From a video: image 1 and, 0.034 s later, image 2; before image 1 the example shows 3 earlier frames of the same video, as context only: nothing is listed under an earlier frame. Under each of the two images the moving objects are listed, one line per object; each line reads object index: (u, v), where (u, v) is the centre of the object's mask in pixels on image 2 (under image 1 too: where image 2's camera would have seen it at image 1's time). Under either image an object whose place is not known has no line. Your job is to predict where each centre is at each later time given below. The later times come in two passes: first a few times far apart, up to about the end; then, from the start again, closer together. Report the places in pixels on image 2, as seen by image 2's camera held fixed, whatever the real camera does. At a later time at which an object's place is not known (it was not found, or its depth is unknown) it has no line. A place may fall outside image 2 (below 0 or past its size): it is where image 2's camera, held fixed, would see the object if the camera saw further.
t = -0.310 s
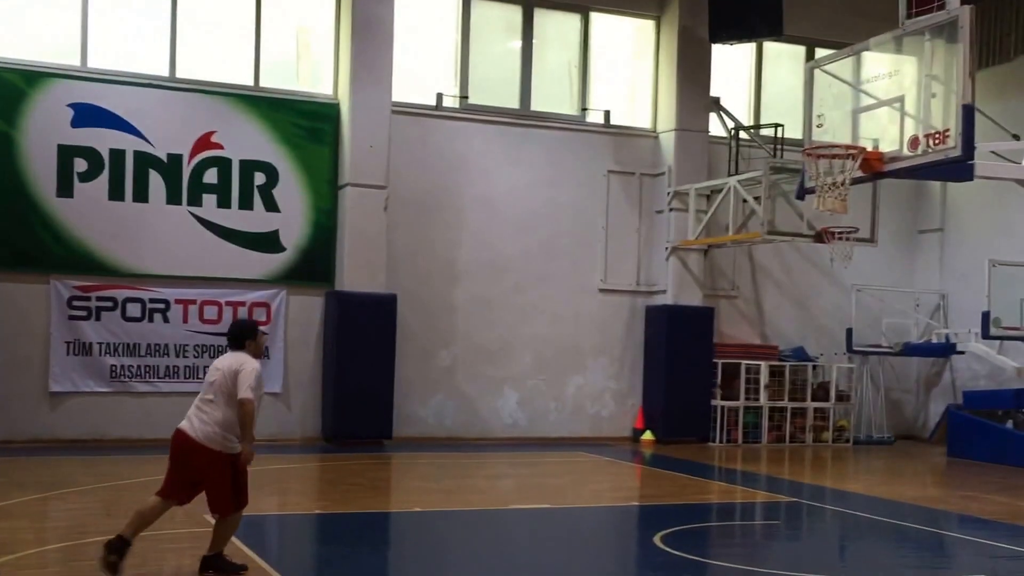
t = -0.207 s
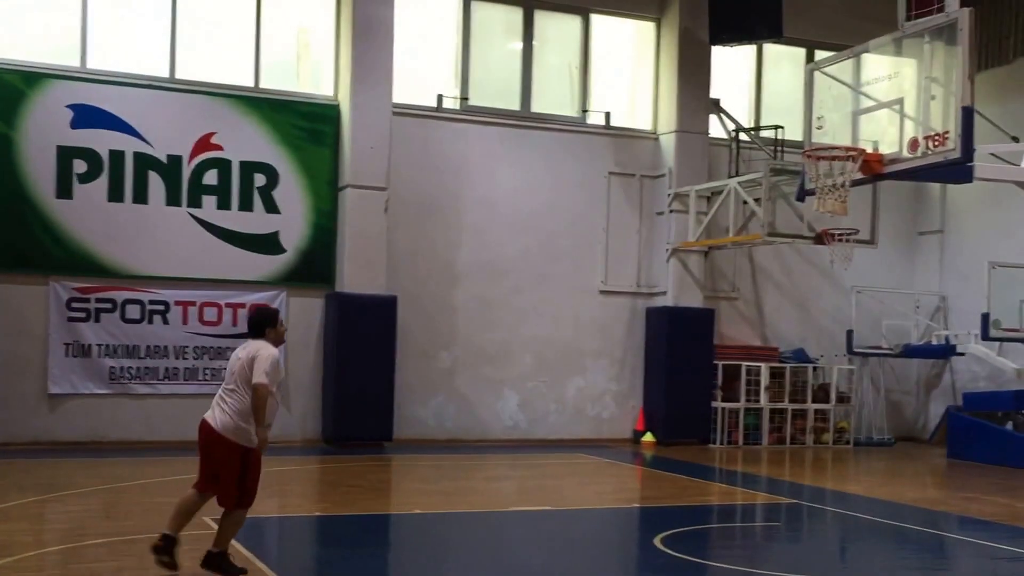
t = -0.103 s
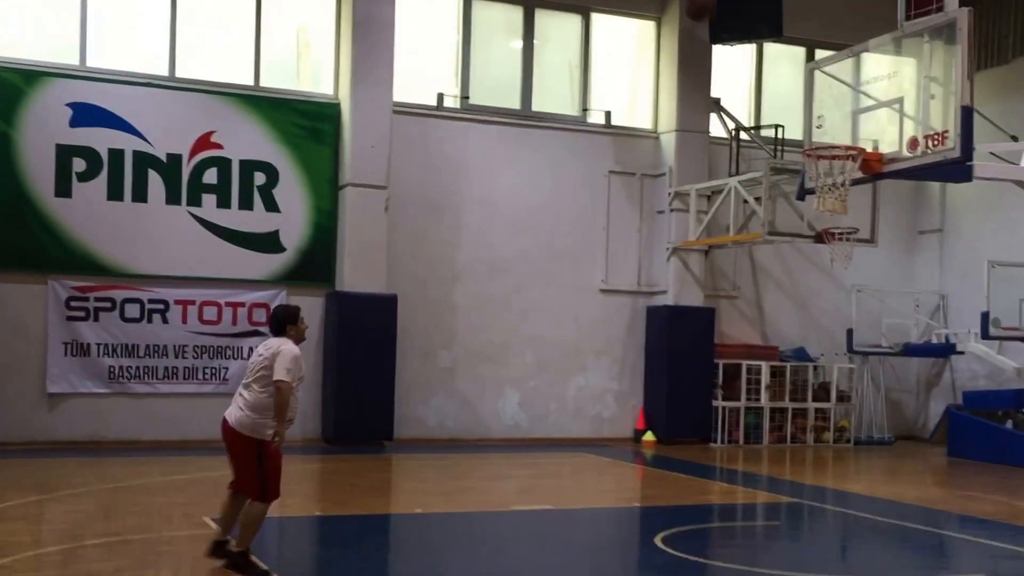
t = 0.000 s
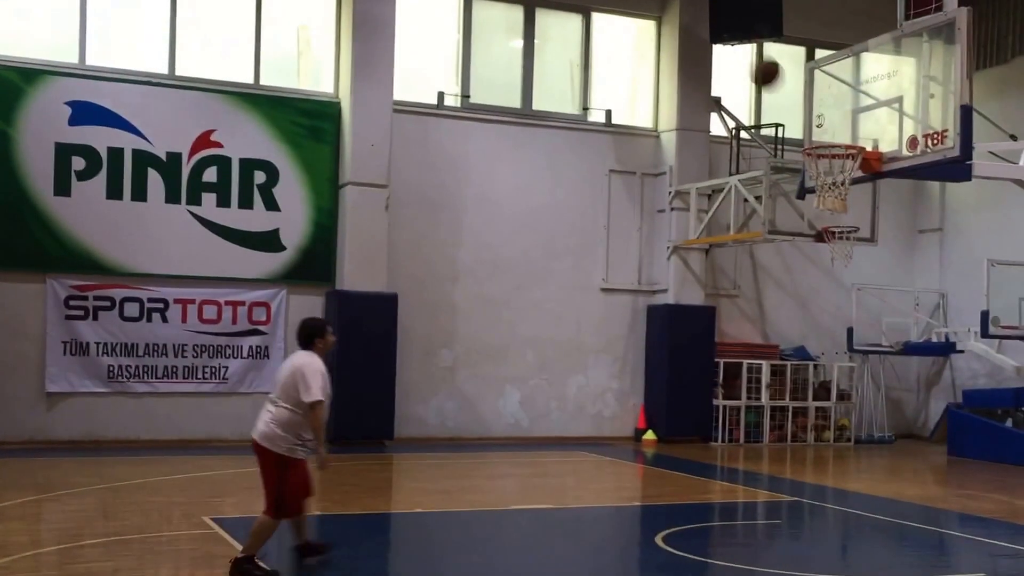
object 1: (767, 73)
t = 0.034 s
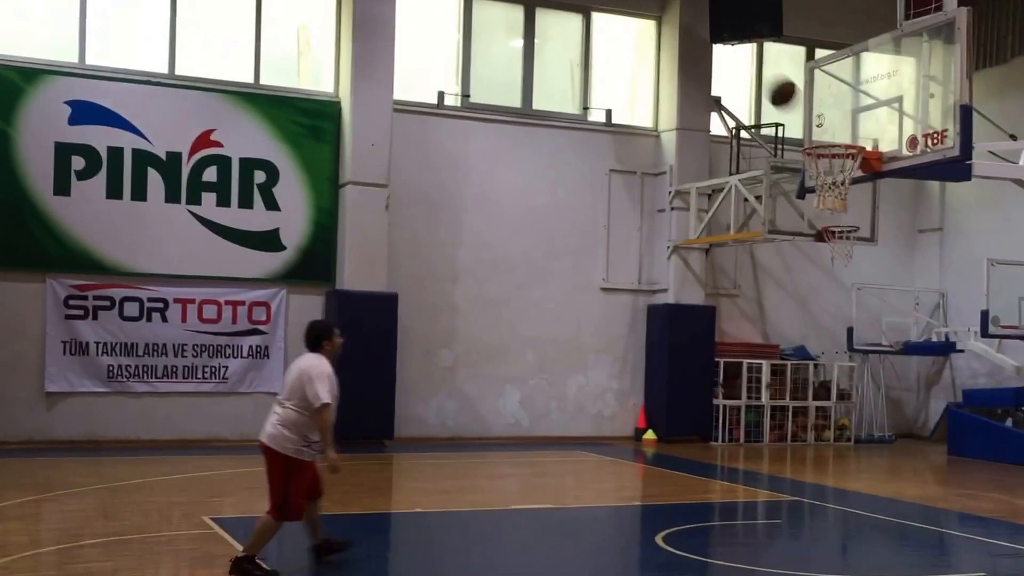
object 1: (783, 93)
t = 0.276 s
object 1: (853, 176)
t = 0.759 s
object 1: (837, 304)
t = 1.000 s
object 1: (823, 475)
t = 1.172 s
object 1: (810, 452)
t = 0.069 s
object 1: (799, 114)
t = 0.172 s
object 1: (841, 162)
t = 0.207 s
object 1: (853, 170)
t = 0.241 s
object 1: (853, 175)
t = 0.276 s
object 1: (853, 176)
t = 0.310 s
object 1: (852, 176)
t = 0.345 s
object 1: (845, 183)
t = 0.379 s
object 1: (846, 185)
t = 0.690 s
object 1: (839, 269)
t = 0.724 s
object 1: (838, 286)
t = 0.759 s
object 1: (837, 304)
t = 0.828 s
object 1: (833, 344)
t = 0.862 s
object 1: (832, 367)
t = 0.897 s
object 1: (830, 392)
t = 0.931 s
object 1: (827, 419)
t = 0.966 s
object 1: (824, 448)
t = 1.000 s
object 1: (823, 475)
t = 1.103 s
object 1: (814, 494)
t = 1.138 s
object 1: (812, 472)
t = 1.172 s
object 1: (810, 452)
